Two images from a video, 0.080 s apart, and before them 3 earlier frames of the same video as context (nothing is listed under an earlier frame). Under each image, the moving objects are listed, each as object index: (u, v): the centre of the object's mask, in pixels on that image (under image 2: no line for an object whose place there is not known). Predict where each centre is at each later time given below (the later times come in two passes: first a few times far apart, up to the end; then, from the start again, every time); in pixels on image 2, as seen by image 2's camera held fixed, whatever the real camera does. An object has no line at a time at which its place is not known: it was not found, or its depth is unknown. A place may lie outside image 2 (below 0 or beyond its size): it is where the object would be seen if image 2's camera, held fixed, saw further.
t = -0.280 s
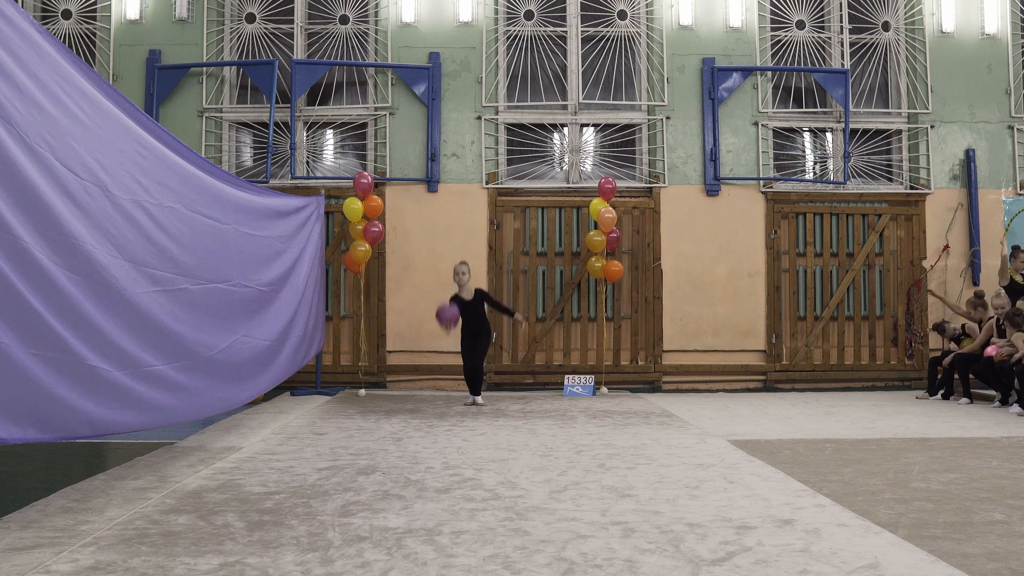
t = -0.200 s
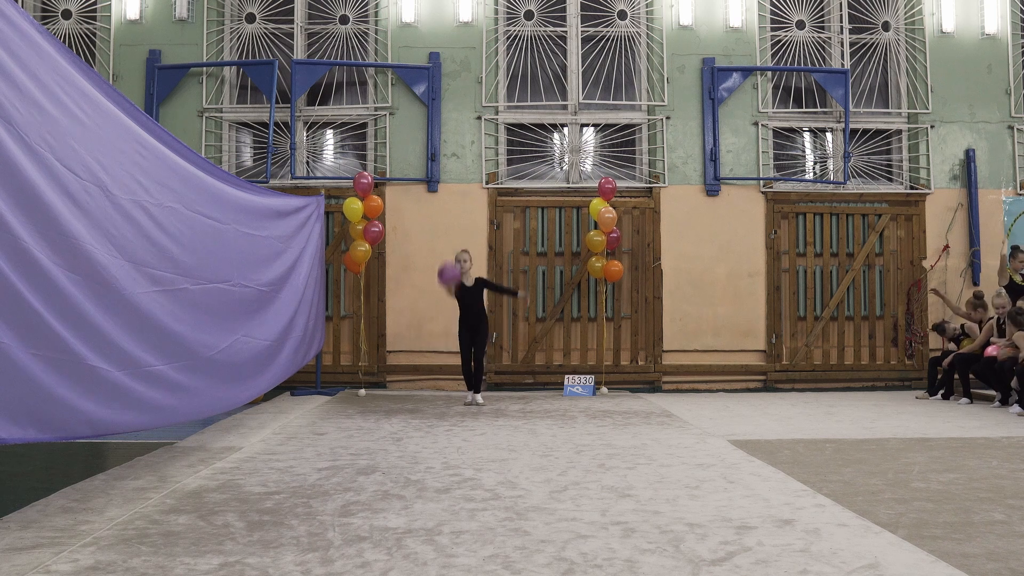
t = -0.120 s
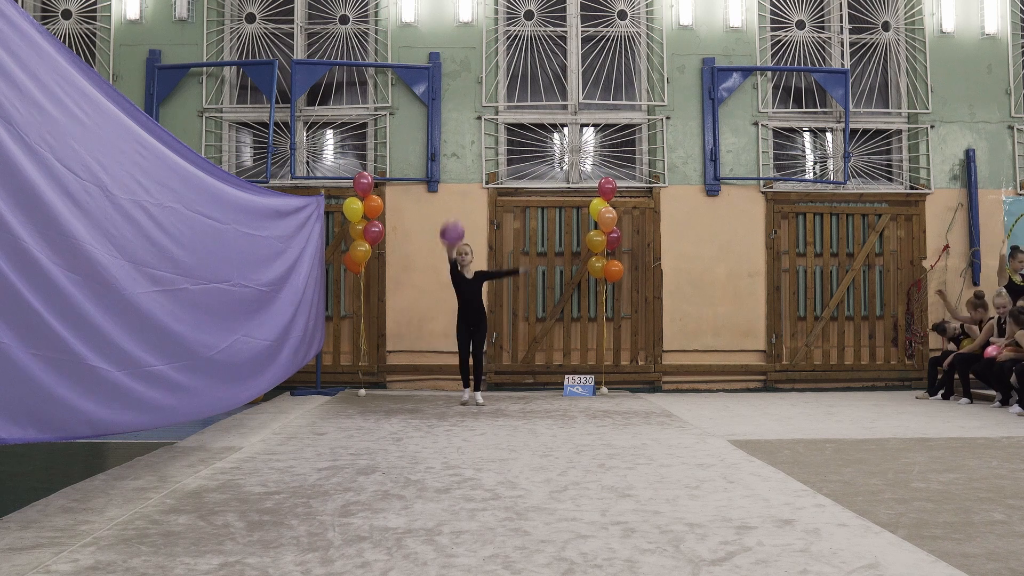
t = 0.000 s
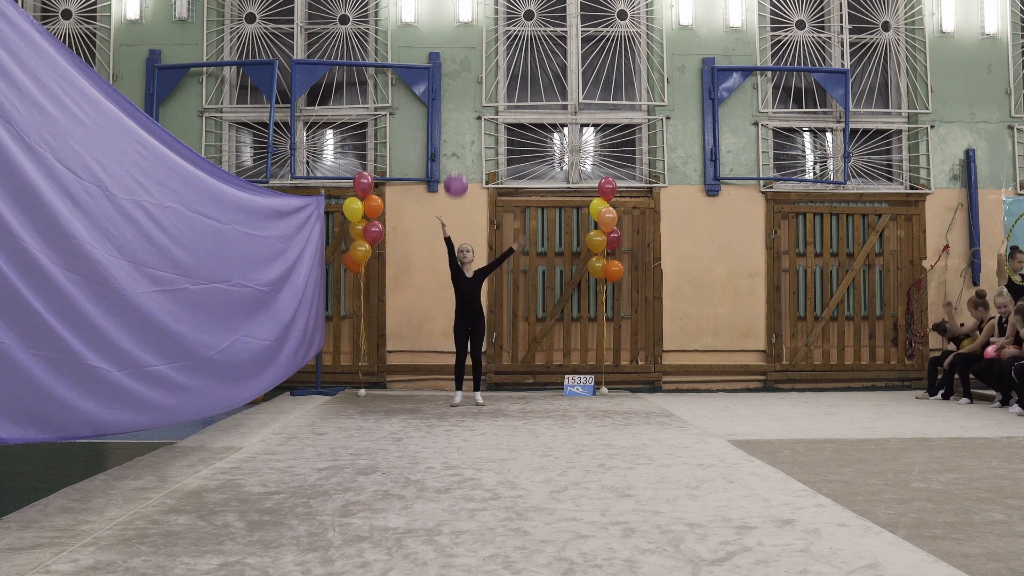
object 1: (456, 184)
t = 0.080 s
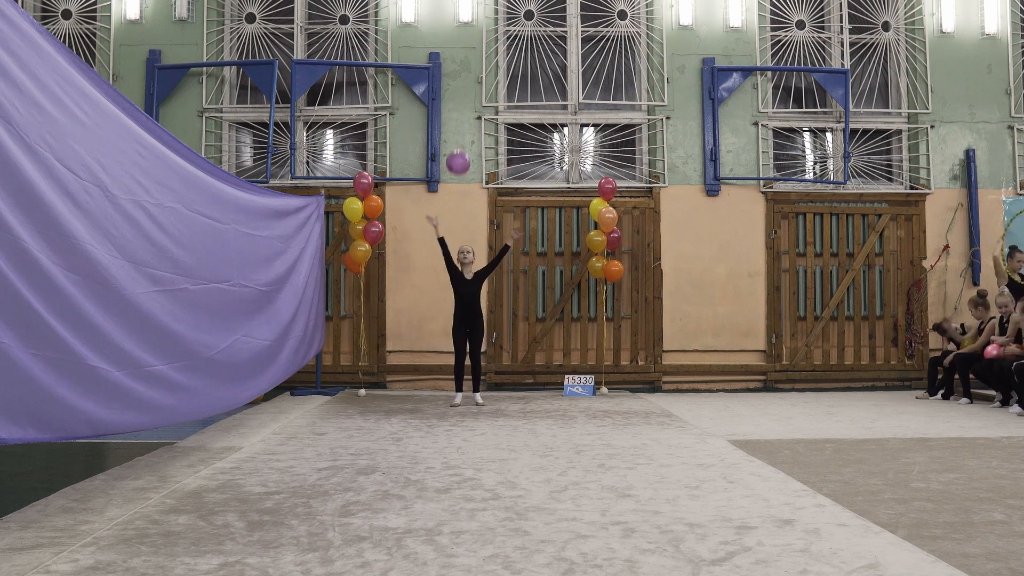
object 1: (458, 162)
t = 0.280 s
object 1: (464, 139)
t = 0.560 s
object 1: (472, 181)
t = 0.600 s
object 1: (473, 196)
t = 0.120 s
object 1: (460, 154)
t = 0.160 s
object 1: (461, 147)
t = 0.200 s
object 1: (462, 143)
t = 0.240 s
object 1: (463, 140)
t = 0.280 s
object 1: (464, 139)
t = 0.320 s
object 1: (465, 139)
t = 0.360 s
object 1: (466, 142)
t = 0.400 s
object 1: (467, 146)
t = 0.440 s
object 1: (469, 152)
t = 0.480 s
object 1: (470, 160)
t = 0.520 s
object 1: (471, 170)
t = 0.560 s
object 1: (472, 181)
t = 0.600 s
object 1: (473, 196)
